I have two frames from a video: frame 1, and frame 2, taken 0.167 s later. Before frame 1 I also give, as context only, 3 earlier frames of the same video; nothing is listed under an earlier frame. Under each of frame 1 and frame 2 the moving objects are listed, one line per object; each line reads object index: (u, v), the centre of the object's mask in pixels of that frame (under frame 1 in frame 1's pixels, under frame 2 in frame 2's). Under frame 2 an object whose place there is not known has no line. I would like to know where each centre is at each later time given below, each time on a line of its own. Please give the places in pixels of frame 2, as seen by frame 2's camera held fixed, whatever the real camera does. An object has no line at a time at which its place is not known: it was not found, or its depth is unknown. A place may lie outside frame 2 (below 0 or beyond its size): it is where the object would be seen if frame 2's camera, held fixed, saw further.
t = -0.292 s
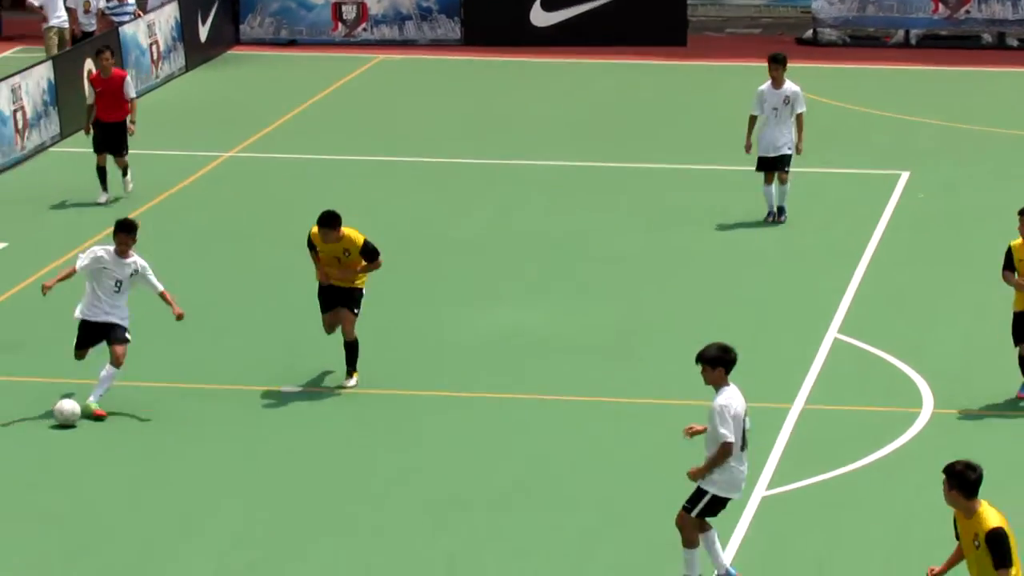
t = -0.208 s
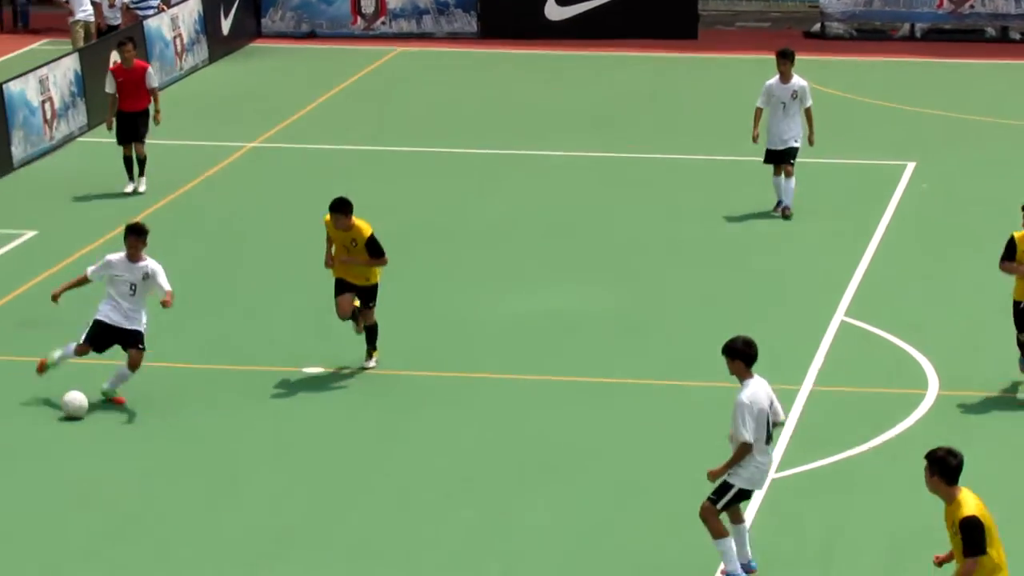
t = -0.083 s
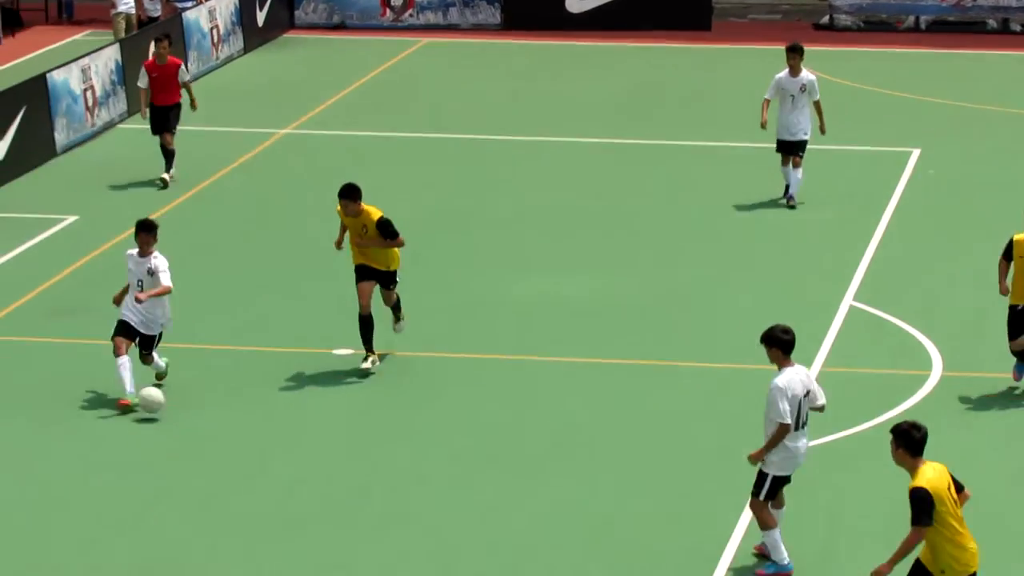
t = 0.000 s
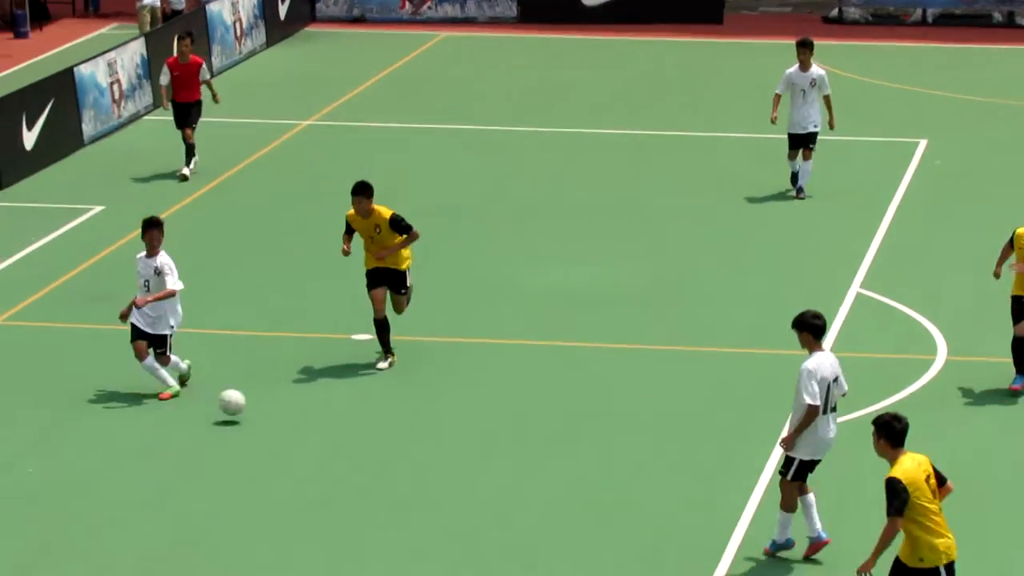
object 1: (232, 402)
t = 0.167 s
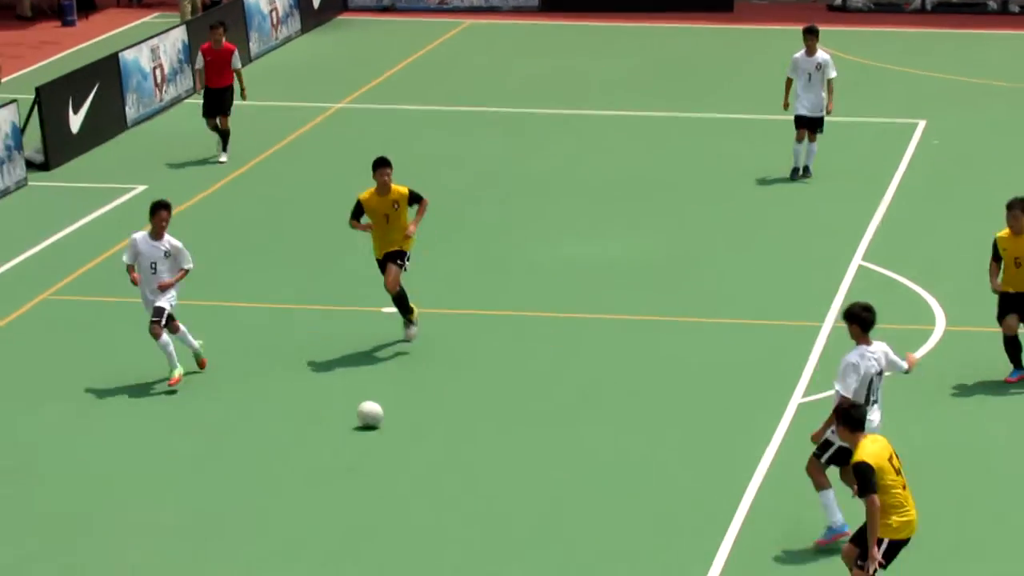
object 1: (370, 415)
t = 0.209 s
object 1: (394, 424)
